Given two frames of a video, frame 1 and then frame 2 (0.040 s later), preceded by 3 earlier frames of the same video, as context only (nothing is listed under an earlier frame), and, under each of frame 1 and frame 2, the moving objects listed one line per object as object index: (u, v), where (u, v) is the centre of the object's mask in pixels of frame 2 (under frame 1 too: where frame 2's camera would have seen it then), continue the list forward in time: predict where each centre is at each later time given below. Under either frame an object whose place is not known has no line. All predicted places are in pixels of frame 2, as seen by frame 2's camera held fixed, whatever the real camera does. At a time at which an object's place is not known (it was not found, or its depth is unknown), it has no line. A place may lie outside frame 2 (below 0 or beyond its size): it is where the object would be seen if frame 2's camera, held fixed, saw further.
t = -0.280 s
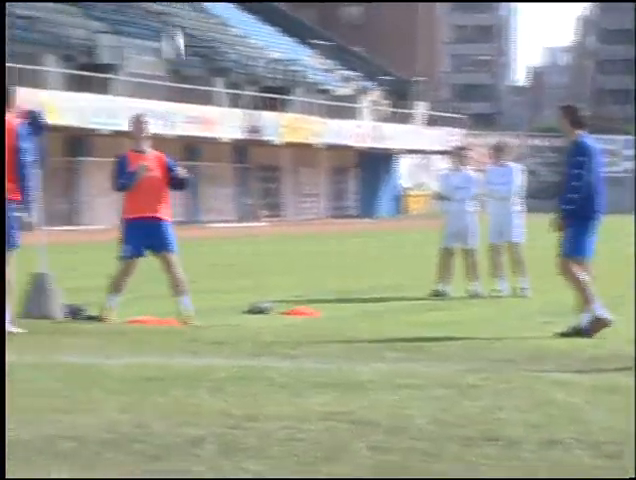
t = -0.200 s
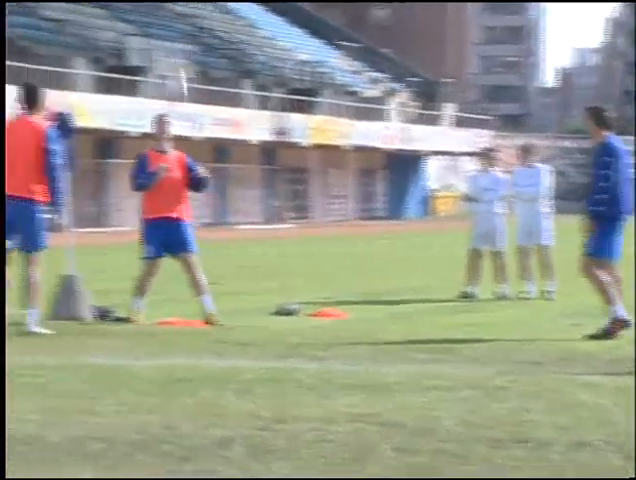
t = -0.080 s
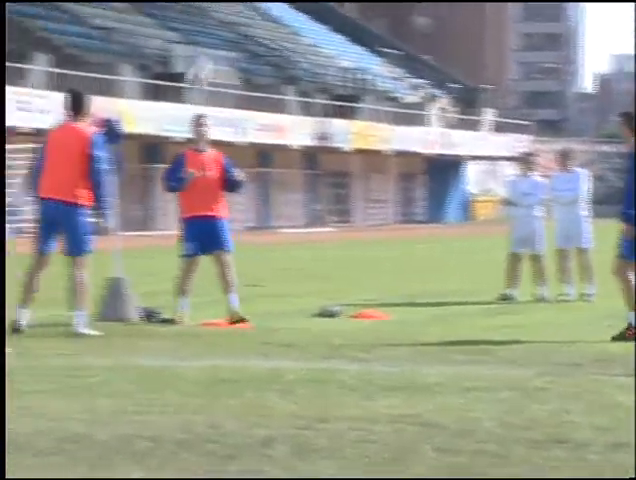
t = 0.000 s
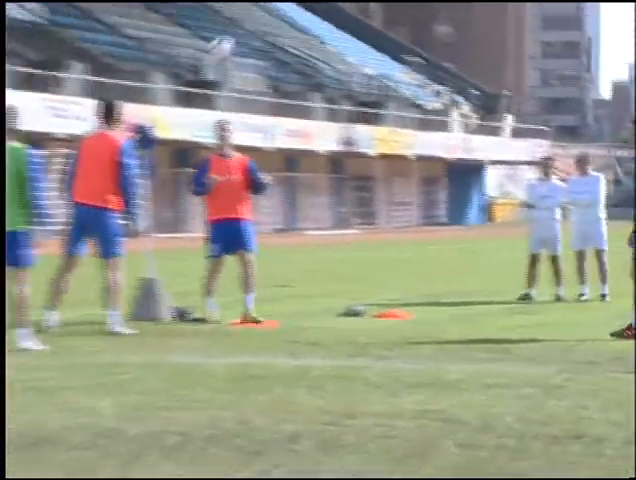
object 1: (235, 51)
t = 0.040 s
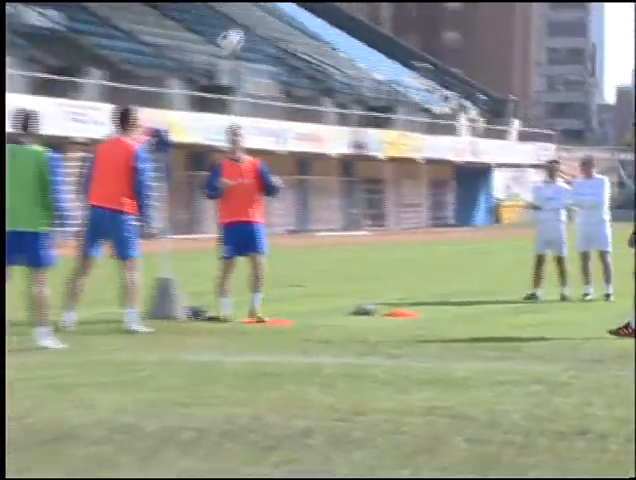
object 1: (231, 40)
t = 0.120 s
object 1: (223, 21)
